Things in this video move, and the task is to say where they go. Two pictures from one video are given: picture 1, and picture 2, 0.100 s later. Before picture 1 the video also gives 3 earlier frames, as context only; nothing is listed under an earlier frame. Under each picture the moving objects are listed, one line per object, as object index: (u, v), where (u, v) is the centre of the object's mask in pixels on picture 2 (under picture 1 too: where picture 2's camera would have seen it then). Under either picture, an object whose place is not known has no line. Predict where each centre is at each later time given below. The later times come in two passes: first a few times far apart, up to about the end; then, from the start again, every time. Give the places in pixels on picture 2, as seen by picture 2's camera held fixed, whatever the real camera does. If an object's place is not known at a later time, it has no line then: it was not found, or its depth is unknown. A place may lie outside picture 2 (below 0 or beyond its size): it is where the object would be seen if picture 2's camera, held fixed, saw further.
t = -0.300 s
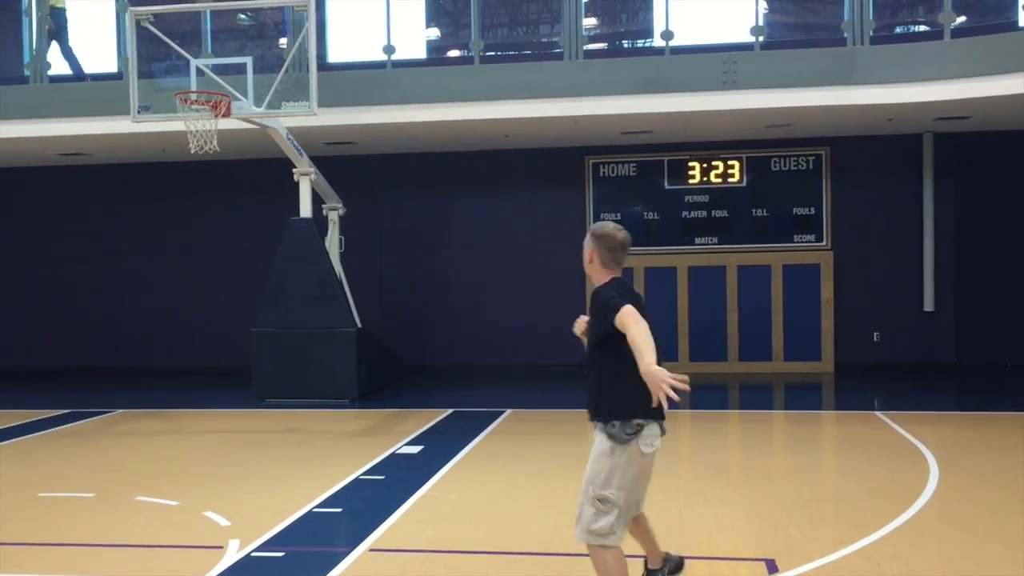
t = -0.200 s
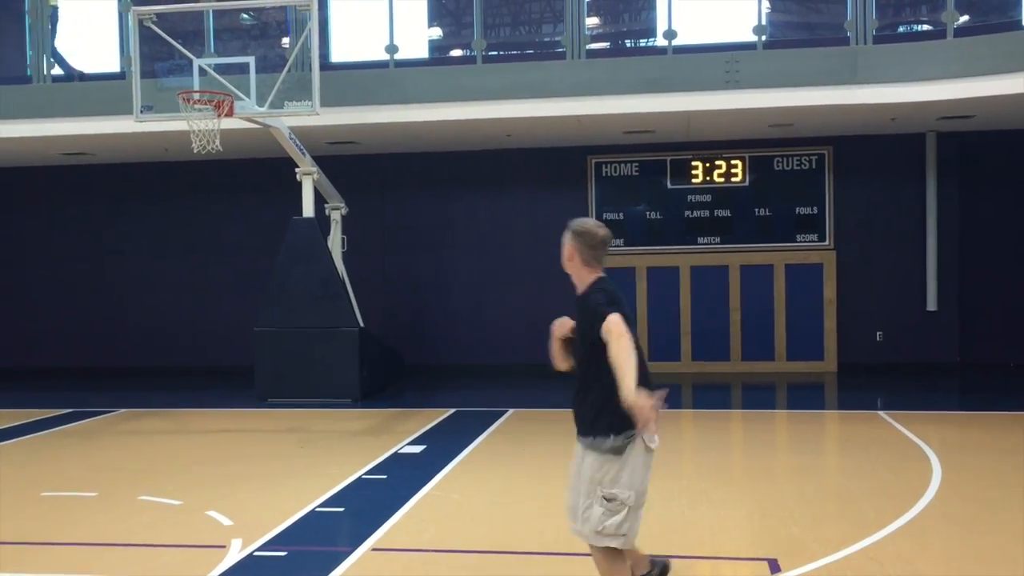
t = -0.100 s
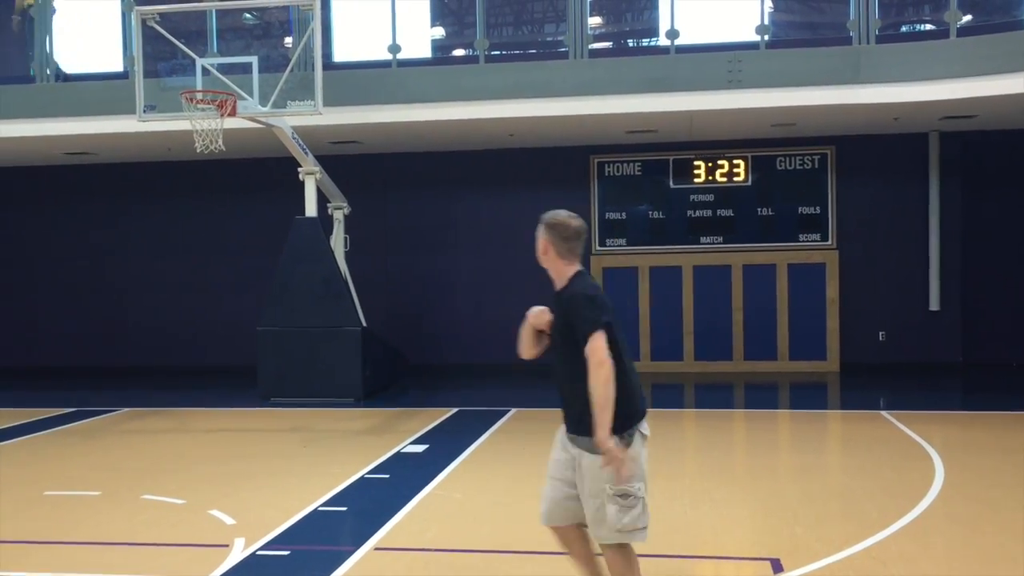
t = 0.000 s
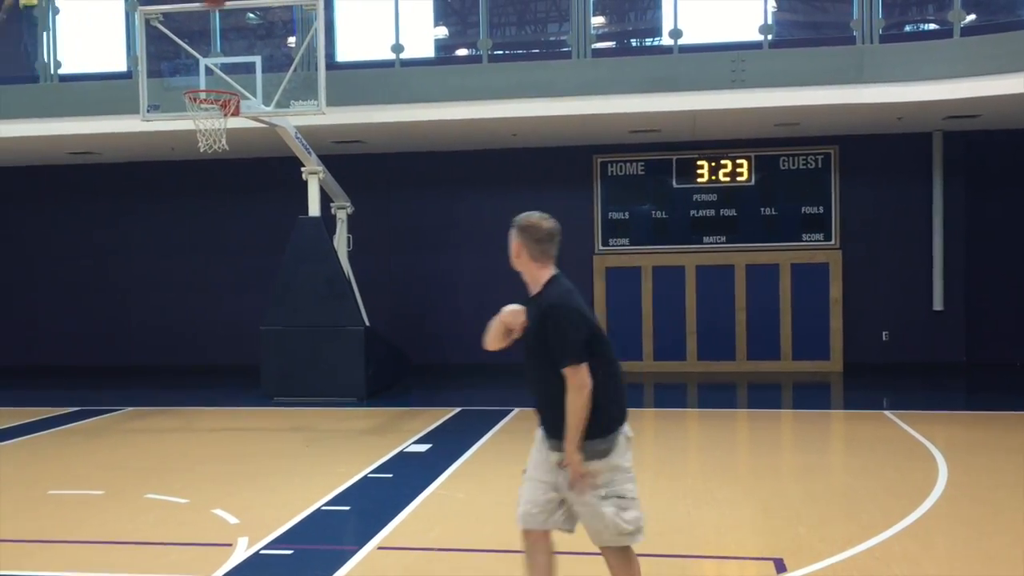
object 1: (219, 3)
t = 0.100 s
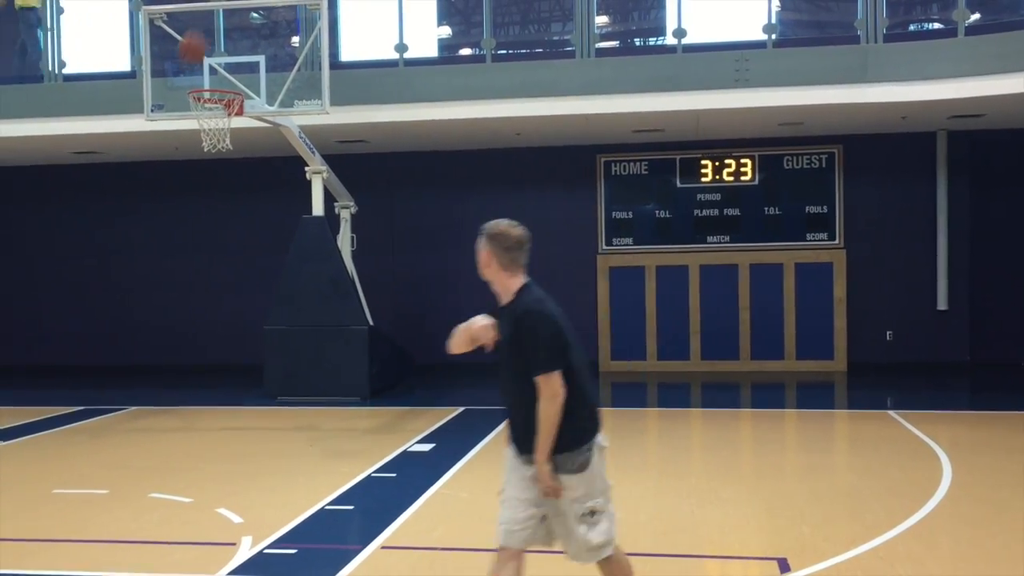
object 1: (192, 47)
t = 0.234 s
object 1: (154, 88)
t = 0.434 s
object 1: (90, 125)
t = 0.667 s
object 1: (21, 219)
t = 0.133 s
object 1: (184, 67)
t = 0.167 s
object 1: (176, 84)
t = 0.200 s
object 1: (166, 85)
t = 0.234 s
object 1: (154, 88)
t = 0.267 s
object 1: (143, 91)
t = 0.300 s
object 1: (132, 96)
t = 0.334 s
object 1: (121, 101)
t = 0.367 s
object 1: (111, 107)
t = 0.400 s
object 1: (100, 115)
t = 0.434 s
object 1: (90, 125)
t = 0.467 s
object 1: (79, 137)
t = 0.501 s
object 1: (71, 148)
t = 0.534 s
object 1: (60, 160)
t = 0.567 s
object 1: (51, 173)
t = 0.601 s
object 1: (41, 187)
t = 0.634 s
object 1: (30, 202)
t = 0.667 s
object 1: (21, 219)
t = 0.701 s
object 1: (11, 236)
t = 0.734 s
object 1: (1, 254)
